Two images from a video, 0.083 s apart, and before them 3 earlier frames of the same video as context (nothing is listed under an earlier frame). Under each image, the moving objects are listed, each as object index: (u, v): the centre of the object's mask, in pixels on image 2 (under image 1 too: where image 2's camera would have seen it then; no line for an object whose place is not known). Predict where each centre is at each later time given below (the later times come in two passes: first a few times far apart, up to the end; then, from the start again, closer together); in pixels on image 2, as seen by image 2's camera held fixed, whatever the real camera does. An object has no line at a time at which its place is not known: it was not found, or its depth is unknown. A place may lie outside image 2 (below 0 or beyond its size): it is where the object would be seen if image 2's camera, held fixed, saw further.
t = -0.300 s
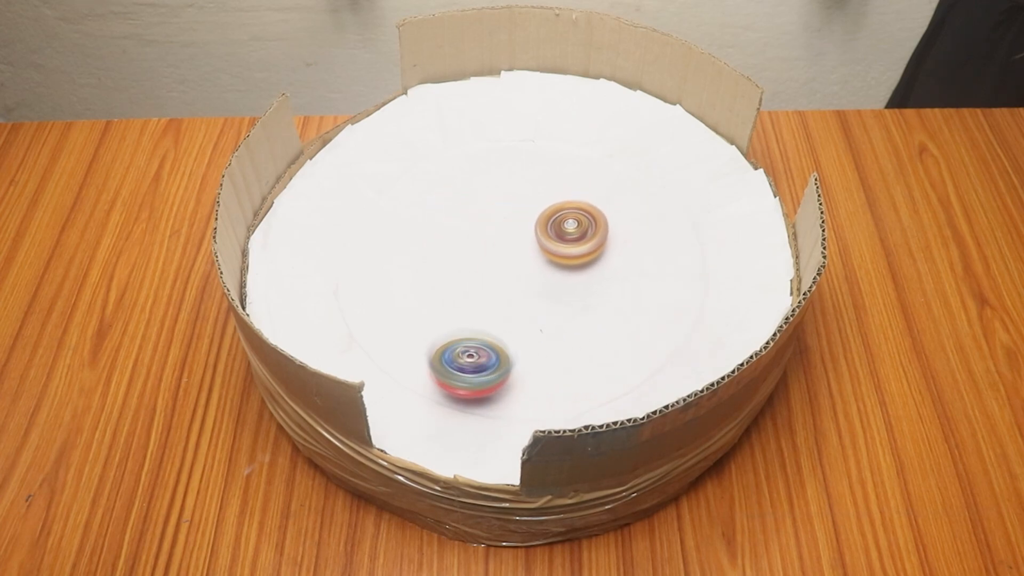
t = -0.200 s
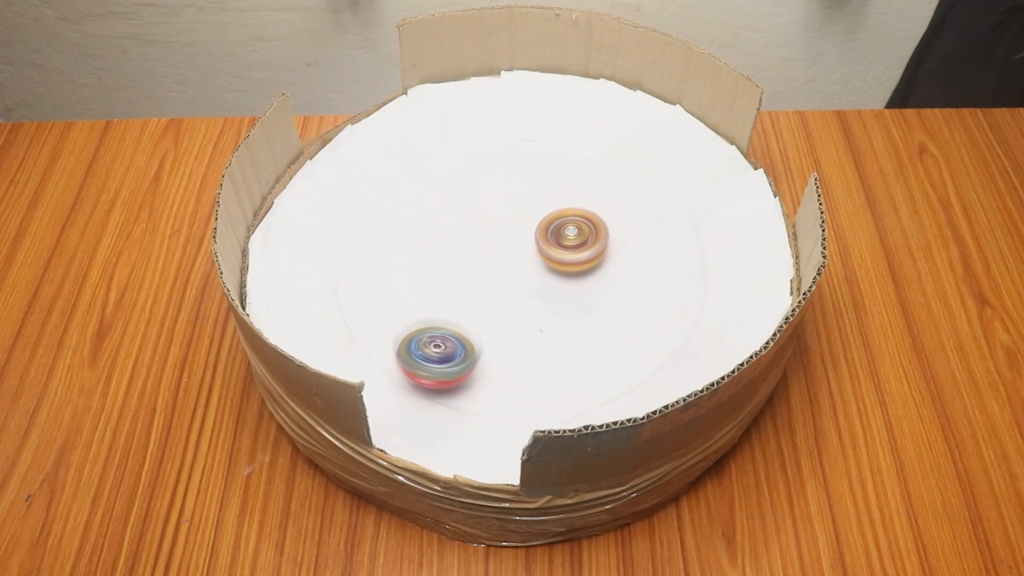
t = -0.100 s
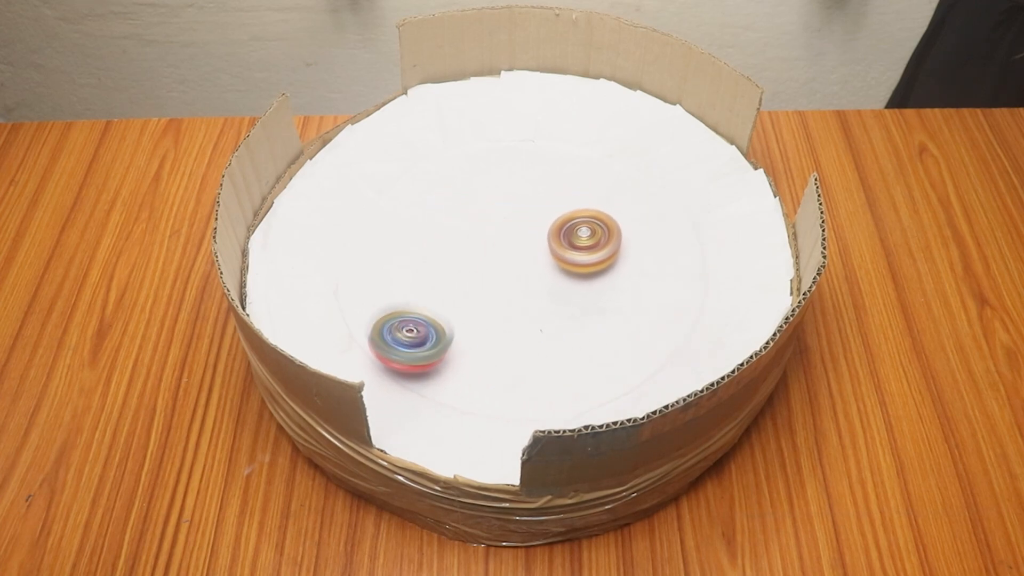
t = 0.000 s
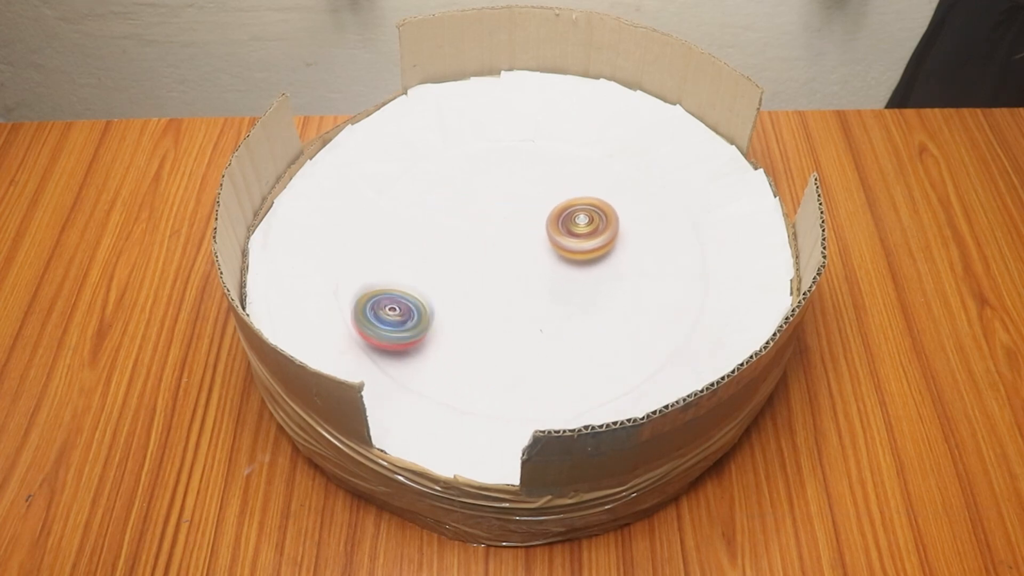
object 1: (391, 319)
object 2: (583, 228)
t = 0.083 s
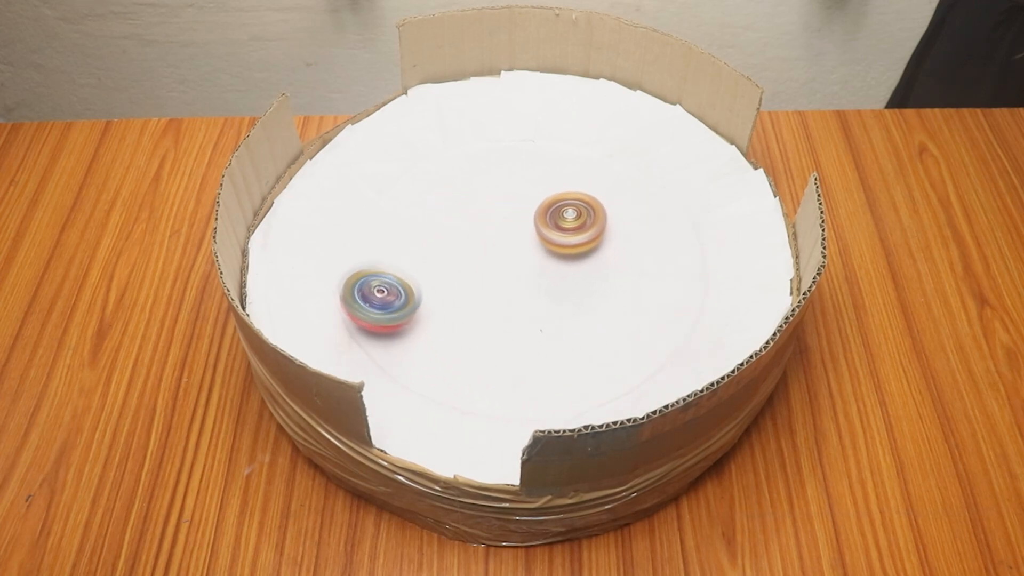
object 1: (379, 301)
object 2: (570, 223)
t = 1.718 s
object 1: (662, 205)
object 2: (557, 347)
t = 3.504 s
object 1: (575, 197)
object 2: (465, 229)
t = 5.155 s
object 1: (507, 306)
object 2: (565, 235)
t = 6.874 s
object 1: (498, 271)
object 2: (598, 248)
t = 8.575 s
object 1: (468, 270)
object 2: (596, 198)
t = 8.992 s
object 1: (454, 248)
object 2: (577, 218)
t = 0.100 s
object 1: (377, 297)
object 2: (568, 224)
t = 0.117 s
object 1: (376, 293)
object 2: (565, 226)
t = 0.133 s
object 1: (374, 289)
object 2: (562, 227)
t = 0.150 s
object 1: (373, 285)
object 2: (559, 229)
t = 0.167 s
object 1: (372, 281)
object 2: (557, 231)
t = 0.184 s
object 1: (372, 278)
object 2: (555, 232)
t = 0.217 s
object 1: (374, 270)
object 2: (553, 235)
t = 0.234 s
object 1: (374, 266)
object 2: (552, 235)
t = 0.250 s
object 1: (375, 262)
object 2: (552, 236)
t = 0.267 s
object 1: (375, 258)
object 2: (553, 238)
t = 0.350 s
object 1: (380, 239)
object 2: (560, 239)
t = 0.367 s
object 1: (381, 235)
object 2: (561, 239)
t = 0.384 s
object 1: (383, 232)
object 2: (562, 240)
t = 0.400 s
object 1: (387, 228)
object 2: (563, 241)
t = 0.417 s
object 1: (390, 225)
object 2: (564, 242)
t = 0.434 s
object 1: (393, 223)
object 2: (565, 244)
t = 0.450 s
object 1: (397, 219)
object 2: (565, 245)
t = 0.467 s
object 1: (400, 216)
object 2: (565, 246)
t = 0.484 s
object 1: (403, 213)
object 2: (566, 247)
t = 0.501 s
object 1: (406, 210)
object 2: (566, 248)
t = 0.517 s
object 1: (410, 207)
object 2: (566, 250)
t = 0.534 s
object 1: (414, 205)
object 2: (566, 251)
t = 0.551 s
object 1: (417, 201)
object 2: (565, 253)
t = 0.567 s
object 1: (420, 198)
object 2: (564, 255)
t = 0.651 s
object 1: (431, 185)
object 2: (557, 258)
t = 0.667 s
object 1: (435, 183)
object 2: (554, 258)
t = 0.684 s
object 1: (438, 181)
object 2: (552, 259)
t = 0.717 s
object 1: (445, 178)
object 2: (549, 262)
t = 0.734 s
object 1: (449, 175)
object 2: (547, 263)
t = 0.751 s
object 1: (455, 176)
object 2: (546, 265)
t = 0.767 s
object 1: (459, 174)
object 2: (546, 266)
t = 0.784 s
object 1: (463, 174)
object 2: (545, 267)
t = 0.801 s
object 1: (468, 172)
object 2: (546, 268)
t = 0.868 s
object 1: (486, 171)
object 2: (551, 271)
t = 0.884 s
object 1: (492, 171)
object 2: (553, 272)
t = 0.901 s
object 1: (496, 172)
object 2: (555, 272)
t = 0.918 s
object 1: (501, 171)
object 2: (557, 273)
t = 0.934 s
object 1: (506, 172)
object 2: (559, 274)
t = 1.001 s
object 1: (526, 177)
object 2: (564, 279)
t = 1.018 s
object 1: (531, 179)
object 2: (566, 280)
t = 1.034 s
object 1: (535, 182)
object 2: (568, 280)
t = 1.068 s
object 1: (545, 186)
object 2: (573, 278)
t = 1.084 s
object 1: (548, 187)
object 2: (575, 277)
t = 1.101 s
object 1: (554, 189)
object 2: (576, 277)
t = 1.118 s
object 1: (558, 191)
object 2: (578, 275)
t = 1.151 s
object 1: (566, 195)
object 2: (578, 271)
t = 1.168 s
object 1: (571, 196)
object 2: (578, 270)
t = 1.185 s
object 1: (575, 197)
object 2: (577, 267)
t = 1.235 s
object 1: (589, 202)
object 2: (573, 262)
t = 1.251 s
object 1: (594, 202)
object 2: (569, 265)
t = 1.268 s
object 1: (600, 195)
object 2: (564, 273)
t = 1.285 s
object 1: (606, 190)
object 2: (559, 278)
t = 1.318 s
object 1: (615, 182)
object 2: (554, 287)
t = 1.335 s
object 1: (619, 179)
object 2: (552, 291)
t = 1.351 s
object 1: (623, 178)
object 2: (552, 295)
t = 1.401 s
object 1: (634, 174)
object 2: (550, 303)
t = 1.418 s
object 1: (638, 174)
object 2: (549, 306)
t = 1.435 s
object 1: (642, 175)
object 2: (550, 308)
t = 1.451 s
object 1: (646, 175)
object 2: (549, 311)
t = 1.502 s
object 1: (654, 178)
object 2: (548, 320)
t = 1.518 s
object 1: (656, 179)
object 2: (548, 323)
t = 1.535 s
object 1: (656, 179)
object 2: (548, 326)
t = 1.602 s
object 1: (659, 186)
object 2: (546, 339)
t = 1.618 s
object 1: (660, 189)
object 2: (546, 341)
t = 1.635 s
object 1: (661, 191)
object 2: (547, 343)
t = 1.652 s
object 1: (662, 193)
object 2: (548, 344)
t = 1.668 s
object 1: (663, 195)
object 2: (550, 345)
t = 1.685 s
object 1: (663, 198)
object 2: (553, 346)
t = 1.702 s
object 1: (663, 201)
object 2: (555, 347)
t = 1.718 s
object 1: (662, 205)
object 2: (557, 347)
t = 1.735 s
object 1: (661, 208)
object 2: (558, 345)
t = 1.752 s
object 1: (660, 211)
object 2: (560, 344)
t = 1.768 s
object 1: (659, 213)
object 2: (561, 341)
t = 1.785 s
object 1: (659, 216)
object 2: (562, 338)
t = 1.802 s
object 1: (658, 220)
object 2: (563, 334)
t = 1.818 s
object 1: (656, 223)
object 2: (564, 331)
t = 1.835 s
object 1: (654, 226)
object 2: (564, 327)
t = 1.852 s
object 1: (652, 230)
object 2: (563, 323)
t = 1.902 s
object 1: (644, 240)
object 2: (560, 315)
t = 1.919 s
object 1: (641, 243)
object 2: (559, 313)
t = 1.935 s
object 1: (638, 246)
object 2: (557, 313)
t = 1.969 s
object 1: (633, 251)
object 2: (555, 313)
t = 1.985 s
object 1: (630, 254)
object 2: (554, 313)
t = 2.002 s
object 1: (627, 257)
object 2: (554, 314)
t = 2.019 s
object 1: (623, 260)
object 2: (554, 314)
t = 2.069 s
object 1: (610, 268)
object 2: (555, 318)
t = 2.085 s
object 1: (607, 270)
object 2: (554, 320)
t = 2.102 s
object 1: (607, 270)
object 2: (551, 323)
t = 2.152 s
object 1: (603, 271)
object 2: (545, 331)
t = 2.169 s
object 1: (601, 272)
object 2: (543, 332)
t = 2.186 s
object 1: (597, 273)
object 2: (541, 333)
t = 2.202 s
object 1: (592, 274)
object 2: (538, 333)
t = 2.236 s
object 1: (583, 274)
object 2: (533, 334)
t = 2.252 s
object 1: (577, 273)
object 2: (531, 335)
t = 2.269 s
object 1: (572, 273)
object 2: (530, 334)
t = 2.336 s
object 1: (559, 274)
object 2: (528, 330)
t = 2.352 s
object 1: (558, 274)
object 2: (526, 330)
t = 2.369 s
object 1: (560, 272)
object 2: (521, 334)
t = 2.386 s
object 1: (562, 270)
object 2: (517, 337)
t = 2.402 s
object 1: (563, 268)
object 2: (513, 339)
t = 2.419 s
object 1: (563, 266)
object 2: (511, 341)
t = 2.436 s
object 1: (562, 263)
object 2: (509, 343)
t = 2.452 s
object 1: (561, 261)
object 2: (506, 344)
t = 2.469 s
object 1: (558, 258)
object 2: (503, 344)
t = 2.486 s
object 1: (556, 256)
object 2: (501, 344)
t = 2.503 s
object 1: (554, 254)
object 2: (499, 344)
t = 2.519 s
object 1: (551, 251)
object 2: (497, 344)
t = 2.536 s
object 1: (550, 248)
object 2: (495, 343)
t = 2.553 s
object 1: (549, 246)
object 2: (494, 343)
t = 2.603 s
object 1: (547, 237)
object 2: (489, 342)
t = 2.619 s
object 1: (547, 234)
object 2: (488, 342)
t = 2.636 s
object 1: (547, 232)
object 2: (488, 341)
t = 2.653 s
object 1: (547, 229)
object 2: (488, 340)
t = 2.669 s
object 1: (546, 226)
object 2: (487, 339)
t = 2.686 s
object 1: (544, 224)
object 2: (486, 338)
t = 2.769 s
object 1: (534, 212)
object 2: (478, 329)
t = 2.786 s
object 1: (532, 210)
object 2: (477, 327)
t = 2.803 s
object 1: (531, 208)
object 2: (476, 326)
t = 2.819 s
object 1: (529, 206)
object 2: (476, 324)
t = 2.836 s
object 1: (527, 205)
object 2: (476, 321)
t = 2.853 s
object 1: (526, 202)
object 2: (476, 319)
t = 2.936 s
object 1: (523, 194)
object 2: (478, 308)
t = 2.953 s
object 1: (522, 193)
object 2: (478, 306)
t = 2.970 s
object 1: (521, 192)
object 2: (477, 303)
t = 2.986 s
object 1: (521, 191)
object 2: (476, 301)
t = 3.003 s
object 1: (521, 191)
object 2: (475, 300)
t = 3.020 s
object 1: (522, 190)
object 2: (473, 298)
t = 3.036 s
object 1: (523, 190)
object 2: (472, 296)
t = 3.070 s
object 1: (525, 192)
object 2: (469, 292)
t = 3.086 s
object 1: (527, 192)
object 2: (468, 290)
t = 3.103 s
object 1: (527, 193)
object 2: (468, 288)
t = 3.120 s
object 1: (529, 193)
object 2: (467, 285)
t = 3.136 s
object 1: (530, 194)
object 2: (467, 282)
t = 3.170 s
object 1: (534, 196)
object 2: (467, 277)
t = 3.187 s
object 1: (537, 197)
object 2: (467, 274)
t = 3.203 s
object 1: (540, 197)
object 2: (467, 271)
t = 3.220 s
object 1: (543, 197)
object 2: (466, 268)
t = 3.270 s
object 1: (548, 198)
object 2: (460, 262)
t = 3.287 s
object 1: (550, 197)
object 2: (459, 259)
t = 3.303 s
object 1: (552, 197)
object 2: (459, 257)
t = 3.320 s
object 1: (553, 197)
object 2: (459, 255)
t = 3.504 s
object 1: (575, 197)
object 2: (465, 229)
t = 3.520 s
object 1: (576, 197)
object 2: (465, 226)
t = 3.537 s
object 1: (577, 199)
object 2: (466, 224)
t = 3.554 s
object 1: (579, 200)
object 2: (467, 222)
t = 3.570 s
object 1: (580, 202)
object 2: (470, 220)
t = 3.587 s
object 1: (581, 204)
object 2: (472, 218)
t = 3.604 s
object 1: (581, 207)
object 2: (473, 216)
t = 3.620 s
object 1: (582, 209)
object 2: (474, 214)
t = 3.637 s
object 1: (583, 210)
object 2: (474, 212)
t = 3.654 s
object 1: (584, 211)
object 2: (473, 211)
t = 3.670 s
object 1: (585, 211)
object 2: (472, 209)
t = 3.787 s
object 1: (594, 205)
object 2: (462, 199)
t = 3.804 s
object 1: (595, 202)
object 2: (461, 198)
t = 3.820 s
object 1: (593, 202)
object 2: (460, 198)
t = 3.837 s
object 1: (591, 201)
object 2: (459, 197)
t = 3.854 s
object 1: (590, 200)
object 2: (458, 197)
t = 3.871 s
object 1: (588, 200)
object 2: (457, 196)
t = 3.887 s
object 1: (586, 201)
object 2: (457, 195)
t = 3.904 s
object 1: (583, 200)
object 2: (457, 195)
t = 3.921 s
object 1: (580, 201)
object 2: (457, 195)
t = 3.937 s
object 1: (580, 202)
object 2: (458, 195)
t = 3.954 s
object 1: (578, 204)
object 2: (458, 195)
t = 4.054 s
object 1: (562, 214)
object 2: (459, 196)
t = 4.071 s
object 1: (560, 217)
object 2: (460, 197)
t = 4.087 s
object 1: (558, 219)
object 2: (461, 197)
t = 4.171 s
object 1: (542, 228)
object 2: (468, 201)
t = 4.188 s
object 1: (539, 230)
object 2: (470, 201)
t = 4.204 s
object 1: (538, 232)
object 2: (470, 201)
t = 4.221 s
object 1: (539, 235)
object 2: (469, 199)
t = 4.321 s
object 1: (542, 249)
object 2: (469, 198)
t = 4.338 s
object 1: (543, 251)
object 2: (469, 199)
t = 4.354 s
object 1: (542, 253)
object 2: (470, 200)
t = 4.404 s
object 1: (539, 261)
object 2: (472, 200)
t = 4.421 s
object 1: (538, 263)
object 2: (474, 200)
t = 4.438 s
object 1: (538, 266)
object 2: (475, 200)
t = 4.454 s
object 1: (538, 268)
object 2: (477, 200)
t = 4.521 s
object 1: (540, 276)
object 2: (482, 204)
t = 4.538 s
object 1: (541, 278)
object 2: (484, 205)
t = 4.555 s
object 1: (540, 280)
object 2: (486, 206)
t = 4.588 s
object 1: (536, 282)
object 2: (490, 208)
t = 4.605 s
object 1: (534, 282)
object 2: (493, 209)
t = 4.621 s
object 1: (531, 283)
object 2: (495, 210)
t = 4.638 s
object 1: (529, 284)
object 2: (496, 211)
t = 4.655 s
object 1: (527, 286)
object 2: (498, 212)
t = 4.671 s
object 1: (524, 287)
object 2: (498, 213)
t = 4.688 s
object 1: (523, 289)
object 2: (499, 215)
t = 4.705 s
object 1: (521, 291)
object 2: (499, 216)
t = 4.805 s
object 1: (516, 299)
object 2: (494, 225)
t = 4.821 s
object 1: (516, 300)
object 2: (495, 227)
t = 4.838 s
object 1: (515, 301)
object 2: (497, 228)
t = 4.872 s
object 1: (514, 303)
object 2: (502, 230)
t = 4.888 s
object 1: (515, 303)
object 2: (506, 231)
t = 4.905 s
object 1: (516, 301)
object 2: (509, 232)
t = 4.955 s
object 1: (518, 298)
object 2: (520, 234)
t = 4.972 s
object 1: (518, 297)
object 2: (524, 235)
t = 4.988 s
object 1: (518, 295)
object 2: (529, 237)
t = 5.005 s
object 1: (517, 295)
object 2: (533, 238)
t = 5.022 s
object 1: (516, 297)
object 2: (537, 238)
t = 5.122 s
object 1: (510, 305)
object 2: (560, 235)
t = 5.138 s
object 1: (508, 306)
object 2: (563, 235)
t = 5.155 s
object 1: (507, 306)
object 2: (565, 235)
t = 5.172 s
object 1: (505, 305)
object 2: (567, 236)
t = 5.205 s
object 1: (503, 304)
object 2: (571, 238)
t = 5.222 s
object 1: (502, 303)
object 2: (573, 239)
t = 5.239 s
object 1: (500, 302)
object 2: (575, 240)
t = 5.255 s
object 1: (498, 302)
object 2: (577, 239)
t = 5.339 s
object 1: (487, 300)
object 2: (585, 236)
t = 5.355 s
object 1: (485, 299)
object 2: (586, 234)
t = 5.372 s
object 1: (482, 299)
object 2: (586, 233)
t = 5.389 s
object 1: (481, 299)
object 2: (586, 231)
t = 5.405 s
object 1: (479, 300)
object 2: (586, 229)
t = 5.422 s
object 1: (478, 299)
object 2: (585, 228)
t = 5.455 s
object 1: (476, 298)
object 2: (584, 224)
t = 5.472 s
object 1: (474, 298)
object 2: (583, 223)
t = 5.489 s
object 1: (473, 298)
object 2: (582, 222)
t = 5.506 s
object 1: (471, 298)
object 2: (581, 222)
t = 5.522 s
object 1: (470, 297)
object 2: (581, 223)
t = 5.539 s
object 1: (469, 295)
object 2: (580, 223)
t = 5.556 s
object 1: (470, 295)
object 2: (578, 223)
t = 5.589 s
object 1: (471, 295)
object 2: (575, 225)
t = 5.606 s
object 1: (472, 294)
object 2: (573, 225)
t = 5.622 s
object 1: (472, 292)
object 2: (572, 227)
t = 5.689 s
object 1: (474, 288)
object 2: (565, 235)
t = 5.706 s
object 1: (475, 287)
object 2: (564, 236)
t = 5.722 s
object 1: (475, 286)
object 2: (564, 238)
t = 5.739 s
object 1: (476, 284)
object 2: (564, 240)
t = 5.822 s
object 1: (480, 276)
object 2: (569, 246)
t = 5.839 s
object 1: (483, 273)
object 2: (570, 248)
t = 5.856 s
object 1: (485, 273)
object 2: (570, 249)
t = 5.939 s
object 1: (488, 265)
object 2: (567, 251)
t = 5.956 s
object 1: (490, 263)
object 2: (566, 253)
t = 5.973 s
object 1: (481, 261)
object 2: (575, 254)
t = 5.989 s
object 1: (470, 259)
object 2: (588, 255)
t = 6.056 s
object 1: (437, 253)
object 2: (617, 250)
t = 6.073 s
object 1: (433, 254)
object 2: (621, 249)
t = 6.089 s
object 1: (430, 251)
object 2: (626, 248)
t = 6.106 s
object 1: (427, 249)
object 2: (631, 248)
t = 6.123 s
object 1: (426, 250)
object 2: (634, 247)
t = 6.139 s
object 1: (425, 249)
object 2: (637, 247)
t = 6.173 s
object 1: (423, 247)
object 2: (639, 244)
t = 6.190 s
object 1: (422, 245)
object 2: (640, 242)
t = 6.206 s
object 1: (422, 244)
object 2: (640, 241)
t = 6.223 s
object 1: (422, 243)
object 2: (640, 240)
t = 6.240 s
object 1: (423, 241)
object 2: (639, 240)
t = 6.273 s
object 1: (424, 241)
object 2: (638, 238)
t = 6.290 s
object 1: (425, 239)
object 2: (637, 236)
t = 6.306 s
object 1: (427, 239)
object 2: (636, 236)
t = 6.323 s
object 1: (428, 238)
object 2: (635, 235)
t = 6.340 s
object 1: (429, 237)
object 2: (635, 234)
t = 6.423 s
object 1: (437, 234)
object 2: (630, 234)
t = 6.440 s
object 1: (439, 233)
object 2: (629, 235)
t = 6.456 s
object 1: (442, 233)
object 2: (627, 236)
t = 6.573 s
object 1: (464, 235)
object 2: (617, 245)
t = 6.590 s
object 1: (468, 235)
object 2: (617, 246)
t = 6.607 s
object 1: (473, 238)
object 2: (617, 247)
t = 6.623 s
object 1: (476, 238)
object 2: (617, 247)
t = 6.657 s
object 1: (482, 243)
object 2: (619, 248)
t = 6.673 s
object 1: (484, 243)
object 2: (619, 248)
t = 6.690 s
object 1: (486, 246)
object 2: (619, 249)
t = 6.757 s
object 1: (492, 256)
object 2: (615, 250)
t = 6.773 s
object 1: (493, 258)
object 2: (613, 251)
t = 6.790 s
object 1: (495, 260)
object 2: (611, 251)
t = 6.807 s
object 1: (496, 262)
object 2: (608, 250)
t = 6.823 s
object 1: (497, 265)
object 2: (605, 250)
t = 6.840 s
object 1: (496, 267)
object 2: (603, 250)
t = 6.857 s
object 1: (497, 269)
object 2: (600, 249)
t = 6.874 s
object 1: (498, 271)
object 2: (598, 248)
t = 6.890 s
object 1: (498, 273)
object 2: (596, 247)
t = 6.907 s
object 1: (498, 275)
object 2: (593, 245)
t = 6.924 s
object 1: (497, 278)
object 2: (590, 243)
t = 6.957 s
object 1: (495, 281)
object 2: (583, 241)
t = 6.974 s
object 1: (494, 283)
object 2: (579, 240)
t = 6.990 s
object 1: (494, 285)
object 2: (576, 240)
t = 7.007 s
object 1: (493, 286)
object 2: (573, 240)
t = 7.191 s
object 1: (480, 287)
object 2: (542, 248)
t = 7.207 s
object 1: (478, 288)
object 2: (540, 248)
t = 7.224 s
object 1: (470, 290)
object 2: (544, 245)
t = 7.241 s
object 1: (461, 289)
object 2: (549, 242)
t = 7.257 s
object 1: (452, 287)
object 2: (552, 239)
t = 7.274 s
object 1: (444, 291)
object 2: (554, 237)
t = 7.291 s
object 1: (437, 291)
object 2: (556, 234)
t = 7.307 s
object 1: (433, 289)
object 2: (556, 232)
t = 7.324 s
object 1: (429, 287)
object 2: (556, 230)
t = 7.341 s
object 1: (426, 290)
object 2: (556, 230)
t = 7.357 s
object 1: (425, 288)
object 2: (555, 229)
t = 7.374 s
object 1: (426, 289)
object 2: (554, 228)
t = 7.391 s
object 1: (426, 288)
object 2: (552, 227)
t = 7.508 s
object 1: (436, 284)
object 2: (533, 219)
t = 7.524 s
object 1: (438, 281)
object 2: (531, 218)
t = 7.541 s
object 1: (440, 279)
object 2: (529, 218)
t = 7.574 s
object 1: (448, 280)
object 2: (525, 218)
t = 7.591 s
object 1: (450, 277)
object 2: (524, 218)
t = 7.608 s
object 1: (453, 275)
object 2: (521, 218)
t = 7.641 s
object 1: (459, 271)
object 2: (517, 219)
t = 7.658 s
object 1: (464, 268)
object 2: (514, 219)
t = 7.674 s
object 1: (466, 267)
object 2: (512, 218)
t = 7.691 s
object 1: (465, 268)
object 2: (514, 215)
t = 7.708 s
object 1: (462, 269)
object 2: (516, 212)
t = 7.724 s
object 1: (458, 270)
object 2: (518, 209)
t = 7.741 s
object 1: (456, 270)
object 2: (519, 207)
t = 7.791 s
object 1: (449, 269)
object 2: (521, 203)
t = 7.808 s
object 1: (447, 268)
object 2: (522, 202)
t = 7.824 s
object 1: (447, 267)
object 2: (523, 201)
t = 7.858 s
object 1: (448, 264)
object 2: (525, 199)
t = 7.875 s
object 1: (450, 265)
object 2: (525, 198)
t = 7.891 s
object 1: (450, 265)
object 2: (527, 197)
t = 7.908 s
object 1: (452, 264)
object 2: (529, 197)
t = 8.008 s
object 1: (462, 266)
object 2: (541, 197)
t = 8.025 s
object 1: (465, 265)
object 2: (543, 197)
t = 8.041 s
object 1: (465, 267)
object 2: (545, 197)
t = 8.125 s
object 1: (464, 268)
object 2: (552, 194)
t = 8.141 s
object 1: (464, 267)
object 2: (553, 194)
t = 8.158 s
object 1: (464, 268)
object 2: (554, 193)
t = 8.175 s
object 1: (464, 268)
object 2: (556, 193)
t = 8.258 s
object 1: (464, 271)
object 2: (565, 196)
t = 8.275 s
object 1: (465, 270)
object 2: (567, 196)
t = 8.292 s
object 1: (466, 270)
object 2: (568, 195)
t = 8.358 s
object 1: (466, 270)
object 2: (574, 192)
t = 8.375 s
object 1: (466, 271)
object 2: (575, 191)
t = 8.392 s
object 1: (466, 271)
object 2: (577, 191)
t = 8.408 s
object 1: (466, 272)
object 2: (580, 193)
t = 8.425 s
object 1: (466, 271)
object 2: (582, 194)
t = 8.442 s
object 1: (467, 271)
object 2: (584, 197)
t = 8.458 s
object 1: (466, 272)
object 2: (586, 199)
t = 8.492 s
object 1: (466, 272)
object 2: (590, 201)
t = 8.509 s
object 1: (466, 272)
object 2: (592, 202)
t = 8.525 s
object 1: (467, 271)
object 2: (593, 201)
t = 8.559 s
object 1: (467, 270)
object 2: (595, 199)
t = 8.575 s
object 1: (468, 270)
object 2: (596, 198)
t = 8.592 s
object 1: (469, 271)
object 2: (596, 197)
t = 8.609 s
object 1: (470, 270)
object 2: (595, 195)
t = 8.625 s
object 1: (472, 270)
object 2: (595, 193)
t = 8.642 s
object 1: (472, 270)
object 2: (594, 191)
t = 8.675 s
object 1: (472, 268)
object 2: (592, 189)
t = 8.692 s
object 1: (472, 267)
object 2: (591, 188)
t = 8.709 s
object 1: (472, 266)
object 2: (589, 187)
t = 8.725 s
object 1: (472, 266)
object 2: (588, 187)
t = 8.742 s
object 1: (472, 265)
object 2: (587, 188)
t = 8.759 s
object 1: (472, 265)
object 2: (586, 189)
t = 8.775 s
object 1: (471, 263)
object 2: (585, 191)
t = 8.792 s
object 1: (471, 262)
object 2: (584, 193)
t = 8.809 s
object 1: (471, 260)
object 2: (583, 195)
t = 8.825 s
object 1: (470, 258)
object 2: (582, 198)
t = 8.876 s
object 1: (467, 253)
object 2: (581, 208)
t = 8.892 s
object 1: (466, 252)
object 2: (581, 210)
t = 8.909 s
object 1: (464, 251)
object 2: (581, 213)
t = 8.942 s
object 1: (461, 250)
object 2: (579, 216)
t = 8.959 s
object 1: (458, 249)
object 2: (579, 217)
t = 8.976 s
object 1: (456, 249)
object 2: (578, 217)
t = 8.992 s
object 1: (454, 248)
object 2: (577, 218)
